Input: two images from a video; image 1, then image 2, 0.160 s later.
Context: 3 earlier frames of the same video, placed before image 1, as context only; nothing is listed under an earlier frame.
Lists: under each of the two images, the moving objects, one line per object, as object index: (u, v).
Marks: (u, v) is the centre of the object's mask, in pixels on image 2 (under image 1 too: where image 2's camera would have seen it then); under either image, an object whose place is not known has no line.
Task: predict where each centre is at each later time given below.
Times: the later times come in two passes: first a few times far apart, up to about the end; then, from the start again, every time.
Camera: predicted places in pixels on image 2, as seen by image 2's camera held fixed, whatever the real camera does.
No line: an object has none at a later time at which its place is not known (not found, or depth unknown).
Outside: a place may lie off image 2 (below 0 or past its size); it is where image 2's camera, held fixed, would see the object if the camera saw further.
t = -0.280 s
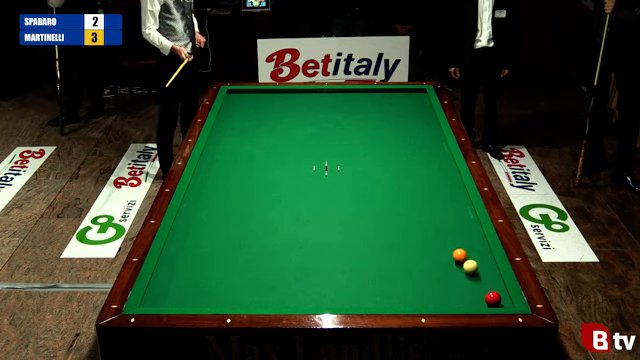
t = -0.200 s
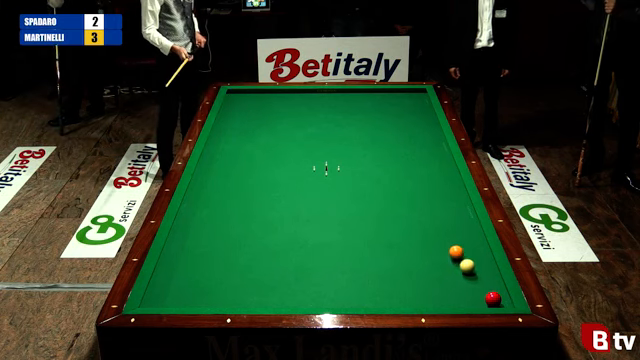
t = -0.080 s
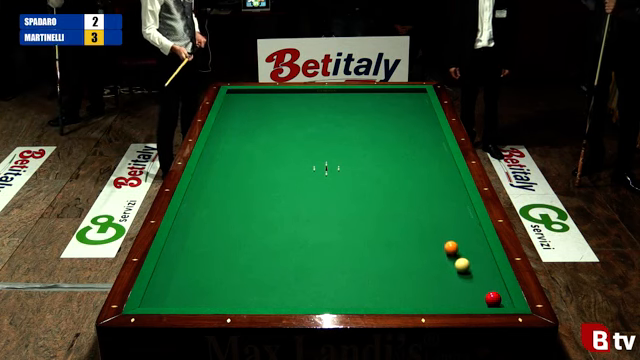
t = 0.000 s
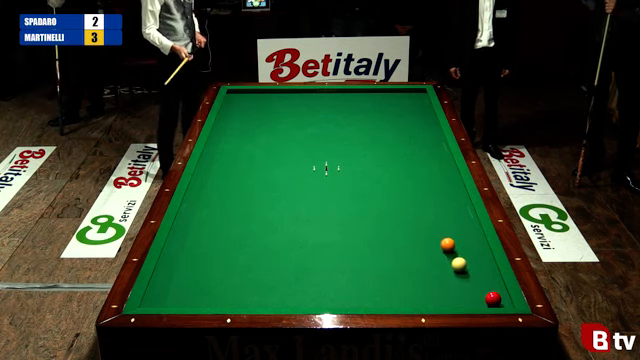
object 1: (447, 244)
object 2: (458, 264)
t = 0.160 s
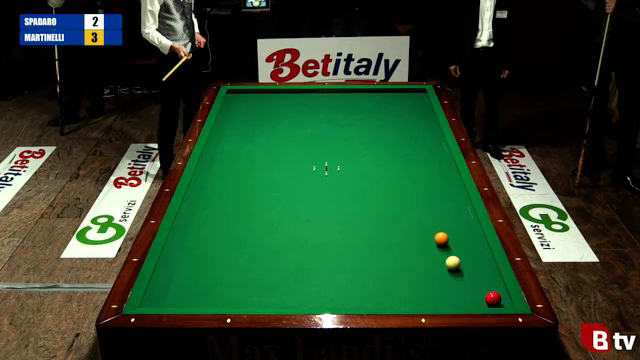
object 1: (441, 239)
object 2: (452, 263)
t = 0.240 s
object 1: (438, 236)
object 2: (449, 262)
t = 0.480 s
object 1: (429, 228)
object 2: (441, 260)
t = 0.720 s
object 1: (421, 220)
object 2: (433, 258)
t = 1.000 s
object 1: (412, 212)
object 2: (425, 256)
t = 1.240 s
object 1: (405, 206)
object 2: (418, 255)
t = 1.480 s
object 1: (398, 200)
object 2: (412, 253)
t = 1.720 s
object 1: (392, 194)
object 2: (407, 252)
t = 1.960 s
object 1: (386, 189)
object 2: (402, 251)
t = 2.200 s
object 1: (381, 184)
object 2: (398, 250)
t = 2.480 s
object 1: (375, 179)
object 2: (393, 249)
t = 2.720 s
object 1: (370, 175)
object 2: (390, 248)
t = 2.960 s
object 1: (365, 171)
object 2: (387, 247)
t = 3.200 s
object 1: (361, 168)
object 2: (385, 247)
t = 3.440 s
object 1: (357, 165)
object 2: (383, 246)
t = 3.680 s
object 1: (353, 162)
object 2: (381, 246)
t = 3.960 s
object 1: (349, 158)
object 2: (381, 246)
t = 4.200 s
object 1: (346, 156)
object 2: (381, 246)
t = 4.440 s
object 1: (343, 153)
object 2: (381, 246)
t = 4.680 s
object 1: (340, 151)
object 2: (381, 246)
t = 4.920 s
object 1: (337, 149)
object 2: (381, 246)
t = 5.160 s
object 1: (335, 147)
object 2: (381, 246)
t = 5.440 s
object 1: (332, 145)
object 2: (381, 246)
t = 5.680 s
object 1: (330, 143)
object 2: (381, 246)
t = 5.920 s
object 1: (329, 141)
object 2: (381, 246)
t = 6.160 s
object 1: (327, 140)
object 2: (381, 246)
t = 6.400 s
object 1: (325, 139)
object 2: (381, 246)
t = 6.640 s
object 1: (324, 138)
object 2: (381, 246)
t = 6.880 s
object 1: (323, 137)
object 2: (381, 246)
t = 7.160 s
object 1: (322, 136)
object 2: (381, 246)
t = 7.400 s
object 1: (321, 135)
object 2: (381, 246)
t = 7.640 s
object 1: (320, 135)
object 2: (381, 246)
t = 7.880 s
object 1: (320, 134)
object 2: (381, 246)
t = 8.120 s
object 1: (320, 133)
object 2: (381, 246)
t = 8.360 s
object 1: (319, 133)
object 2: (381, 246)
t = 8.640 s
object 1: (319, 133)
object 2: (381, 246)
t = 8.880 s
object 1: (319, 133)
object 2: (381, 246)
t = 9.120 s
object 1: (319, 133)
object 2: (381, 246)
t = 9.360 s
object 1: (319, 133)
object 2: (381, 246)
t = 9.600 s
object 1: (319, 133)
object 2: (381, 246)
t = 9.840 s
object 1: (319, 133)
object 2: (381, 246)
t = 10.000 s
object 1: (319, 133)
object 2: (381, 246)
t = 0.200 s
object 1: (439, 237)
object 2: (451, 262)
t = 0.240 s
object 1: (438, 236)
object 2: (449, 262)
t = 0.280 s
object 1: (436, 234)
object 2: (448, 262)
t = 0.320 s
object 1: (435, 233)
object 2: (447, 261)
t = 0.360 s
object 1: (433, 232)
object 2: (445, 261)
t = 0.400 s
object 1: (432, 230)
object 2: (444, 261)
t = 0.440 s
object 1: (431, 229)
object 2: (442, 260)
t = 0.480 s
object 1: (429, 228)
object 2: (441, 260)
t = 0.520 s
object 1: (428, 227)
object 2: (440, 260)
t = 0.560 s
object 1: (427, 225)
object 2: (438, 259)
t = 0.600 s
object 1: (425, 224)
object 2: (437, 259)
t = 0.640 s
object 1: (424, 223)
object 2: (436, 259)
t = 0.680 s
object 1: (423, 221)
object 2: (435, 258)
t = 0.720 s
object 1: (421, 220)
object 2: (433, 258)
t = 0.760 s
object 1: (420, 219)
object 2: (432, 258)
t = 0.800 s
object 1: (418, 218)
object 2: (431, 258)
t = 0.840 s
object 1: (417, 217)
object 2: (430, 257)
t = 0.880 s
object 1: (416, 216)
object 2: (428, 257)
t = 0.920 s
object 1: (415, 214)
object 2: (427, 257)
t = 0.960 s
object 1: (413, 213)
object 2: (426, 257)
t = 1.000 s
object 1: (412, 212)
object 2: (425, 256)
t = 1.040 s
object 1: (411, 211)
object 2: (424, 256)
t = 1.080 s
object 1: (409, 210)
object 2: (423, 256)
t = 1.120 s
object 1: (408, 209)
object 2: (422, 256)
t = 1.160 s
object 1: (407, 208)
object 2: (420, 255)
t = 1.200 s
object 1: (406, 207)
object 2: (419, 255)
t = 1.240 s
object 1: (405, 206)
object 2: (418, 255)
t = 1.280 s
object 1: (404, 205)
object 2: (417, 254)
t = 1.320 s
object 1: (402, 204)
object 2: (416, 254)
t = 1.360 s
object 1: (402, 203)
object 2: (415, 254)
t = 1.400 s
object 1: (400, 202)
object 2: (414, 254)
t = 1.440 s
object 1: (399, 201)
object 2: (413, 254)
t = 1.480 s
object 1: (398, 200)
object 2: (412, 253)
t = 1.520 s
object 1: (397, 199)
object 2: (411, 253)
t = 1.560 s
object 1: (396, 198)
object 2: (410, 253)
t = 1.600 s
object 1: (395, 197)
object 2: (409, 253)
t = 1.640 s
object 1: (394, 196)
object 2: (408, 253)
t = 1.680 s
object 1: (393, 195)
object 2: (408, 252)
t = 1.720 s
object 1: (392, 194)
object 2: (407, 252)
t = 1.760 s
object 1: (391, 194)
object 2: (406, 252)
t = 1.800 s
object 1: (390, 193)
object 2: (405, 252)
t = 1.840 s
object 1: (389, 192)
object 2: (404, 251)
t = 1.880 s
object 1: (388, 191)
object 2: (404, 251)
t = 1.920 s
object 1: (387, 190)
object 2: (403, 251)
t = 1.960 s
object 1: (386, 189)
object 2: (402, 251)
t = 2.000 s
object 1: (385, 188)
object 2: (401, 251)
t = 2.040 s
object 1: (384, 188)
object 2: (401, 251)
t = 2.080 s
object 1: (383, 187)
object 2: (400, 250)
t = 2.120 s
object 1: (382, 186)
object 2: (399, 250)
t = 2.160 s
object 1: (382, 185)
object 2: (398, 250)
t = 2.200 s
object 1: (381, 184)
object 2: (398, 250)
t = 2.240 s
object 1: (380, 184)
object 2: (397, 250)
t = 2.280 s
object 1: (379, 183)
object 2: (396, 249)
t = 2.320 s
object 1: (378, 182)
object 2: (396, 249)
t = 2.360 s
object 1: (377, 181)
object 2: (395, 249)
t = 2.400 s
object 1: (376, 181)
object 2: (394, 249)
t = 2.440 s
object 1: (376, 180)
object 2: (394, 249)
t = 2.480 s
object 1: (375, 179)
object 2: (393, 249)
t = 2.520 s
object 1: (374, 178)
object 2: (393, 248)
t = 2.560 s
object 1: (373, 178)
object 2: (392, 248)
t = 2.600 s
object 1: (372, 177)
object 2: (392, 248)
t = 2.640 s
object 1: (372, 176)
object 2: (391, 248)
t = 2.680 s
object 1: (371, 176)
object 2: (391, 248)
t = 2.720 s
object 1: (370, 175)
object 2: (390, 248)
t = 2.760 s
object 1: (369, 174)
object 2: (390, 248)
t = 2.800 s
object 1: (368, 174)
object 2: (389, 248)
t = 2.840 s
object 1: (367, 173)
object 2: (389, 247)
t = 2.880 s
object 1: (367, 172)
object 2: (388, 247)
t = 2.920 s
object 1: (366, 172)
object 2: (388, 247)
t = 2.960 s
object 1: (365, 171)
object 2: (387, 247)
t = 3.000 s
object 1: (365, 171)
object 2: (387, 247)
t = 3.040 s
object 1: (364, 170)
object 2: (386, 247)
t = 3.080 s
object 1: (363, 170)
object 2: (386, 247)
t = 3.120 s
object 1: (362, 169)
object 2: (386, 247)
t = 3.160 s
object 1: (362, 168)
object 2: (385, 247)
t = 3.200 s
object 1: (361, 168)
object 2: (385, 247)
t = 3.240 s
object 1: (360, 167)
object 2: (385, 247)
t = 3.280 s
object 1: (359, 167)
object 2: (384, 246)
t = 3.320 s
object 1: (359, 166)
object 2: (384, 246)
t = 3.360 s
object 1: (358, 166)
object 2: (384, 246)
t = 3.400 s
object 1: (358, 165)
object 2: (383, 246)
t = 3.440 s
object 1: (357, 165)
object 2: (383, 246)
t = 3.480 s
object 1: (357, 164)
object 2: (383, 246)
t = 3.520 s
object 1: (356, 164)
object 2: (383, 246)
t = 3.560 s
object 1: (355, 163)
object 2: (382, 246)
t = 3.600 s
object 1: (354, 163)
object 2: (382, 246)
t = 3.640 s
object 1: (354, 162)
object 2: (382, 246)
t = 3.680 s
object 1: (353, 162)
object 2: (381, 246)
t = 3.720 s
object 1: (353, 161)
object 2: (381, 246)
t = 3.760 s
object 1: (352, 161)
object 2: (381, 246)
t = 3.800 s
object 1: (351, 160)
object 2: (381, 246)
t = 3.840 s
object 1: (351, 160)
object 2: (381, 246)
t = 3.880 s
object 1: (350, 159)
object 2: (381, 246)
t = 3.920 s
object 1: (350, 159)
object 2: (381, 246)
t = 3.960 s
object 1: (349, 158)
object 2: (381, 246)
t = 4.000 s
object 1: (349, 158)
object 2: (381, 246)
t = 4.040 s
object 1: (348, 157)
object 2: (381, 246)
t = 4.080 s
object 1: (347, 157)
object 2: (380, 246)
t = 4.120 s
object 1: (347, 156)
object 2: (380, 246)
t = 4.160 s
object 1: (346, 156)
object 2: (380, 246)
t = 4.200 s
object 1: (346, 156)
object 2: (381, 246)
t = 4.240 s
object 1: (345, 155)
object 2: (381, 246)
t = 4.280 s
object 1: (345, 155)
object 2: (381, 246)
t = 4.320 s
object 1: (344, 154)
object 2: (381, 246)
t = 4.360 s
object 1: (344, 154)
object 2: (381, 246)
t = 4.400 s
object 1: (343, 153)
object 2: (381, 246)
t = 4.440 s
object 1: (343, 153)
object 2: (381, 246)
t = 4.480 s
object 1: (342, 153)
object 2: (381, 246)
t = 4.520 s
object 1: (342, 152)
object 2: (381, 246)
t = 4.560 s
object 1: (341, 152)
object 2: (381, 246)
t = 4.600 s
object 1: (341, 152)
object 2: (381, 246)
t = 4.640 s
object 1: (340, 151)
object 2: (381, 246)
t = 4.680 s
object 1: (340, 151)
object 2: (381, 246)
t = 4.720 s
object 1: (339, 150)
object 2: (381, 246)
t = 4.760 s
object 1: (339, 150)
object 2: (381, 246)
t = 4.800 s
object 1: (339, 150)
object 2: (381, 246)
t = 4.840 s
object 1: (338, 149)
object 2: (381, 246)
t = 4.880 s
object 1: (338, 149)
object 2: (381, 246)
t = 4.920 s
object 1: (337, 149)
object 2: (381, 246)
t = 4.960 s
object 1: (337, 148)
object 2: (381, 246)
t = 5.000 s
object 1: (337, 148)
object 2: (381, 246)
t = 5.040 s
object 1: (336, 148)
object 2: (381, 246)
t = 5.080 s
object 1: (336, 147)
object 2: (381, 246)
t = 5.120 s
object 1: (335, 147)
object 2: (381, 246)
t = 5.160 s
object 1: (335, 147)
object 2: (381, 246)
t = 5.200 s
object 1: (335, 146)
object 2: (381, 246)
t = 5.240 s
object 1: (334, 146)
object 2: (381, 246)
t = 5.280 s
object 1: (334, 146)
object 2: (381, 246)
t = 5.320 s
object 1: (334, 145)
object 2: (381, 246)
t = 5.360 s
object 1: (333, 145)
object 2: (381, 246)
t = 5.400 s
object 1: (333, 145)
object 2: (381, 246)
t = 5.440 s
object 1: (332, 145)
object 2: (381, 246)
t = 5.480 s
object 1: (332, 144)
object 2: (381, 246)
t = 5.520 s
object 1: (332, 144)
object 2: (381, 246)
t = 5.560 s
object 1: (331, 144)
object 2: (381, 246)
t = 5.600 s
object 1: (331, 144)
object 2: (381, 246)
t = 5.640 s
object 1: (331, 143)
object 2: (381, 246)
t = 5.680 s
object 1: (330, 143)
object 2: (381, 246)
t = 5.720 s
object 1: (330, 143)
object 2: (381, 246)
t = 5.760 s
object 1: (330, 142)
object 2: (381, 246)
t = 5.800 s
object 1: (329, 142)
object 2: (381, 246)
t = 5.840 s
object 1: (329, 142)
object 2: (381, 246)
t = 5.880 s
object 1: (329, 142)
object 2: (381, 246)
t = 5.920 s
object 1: (329, 141)
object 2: (381, 246)
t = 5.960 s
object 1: (328, 141)
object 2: (381, 246)
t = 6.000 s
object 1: (328, 141)
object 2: (381, 246)
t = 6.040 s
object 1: (328, 141)
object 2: (381, 246)
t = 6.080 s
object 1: (327, 141)
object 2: (381, 246)
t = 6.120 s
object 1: (327, 140)
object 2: (381, 246)
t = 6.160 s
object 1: (327, 140)
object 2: (381, 246)
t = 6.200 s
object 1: (327, 140)
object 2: (381, 246)
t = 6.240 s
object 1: (326, 140)
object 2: (381, 246)
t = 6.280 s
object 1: (326, 139)
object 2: (381, 246)
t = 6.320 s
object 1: (326, 139)
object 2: (381, 246)
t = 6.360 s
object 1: (326, 139)
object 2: (381, 246)
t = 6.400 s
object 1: (325, 139)
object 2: (381, 246)
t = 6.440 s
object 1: (325, 139)
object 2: (381, 246)
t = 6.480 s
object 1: (325, 139)
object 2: (381, 246)
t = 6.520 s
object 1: (325, 138)
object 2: (381, 246)
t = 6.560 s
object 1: (325, 138)
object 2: (381, 246)
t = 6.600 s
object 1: (324, 138)
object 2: (381, 246)
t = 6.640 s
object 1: (324, 138)
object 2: (381, 246)
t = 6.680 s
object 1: (324, 138)
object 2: (381, 246)
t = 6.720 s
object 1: (324, 138)
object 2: (381, 246)
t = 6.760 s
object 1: (323, 137)
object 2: (381, 246)
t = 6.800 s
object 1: (323, 137)
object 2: (381, 246)
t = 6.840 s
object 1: (323, 137)
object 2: (381, 246)
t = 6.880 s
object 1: (323, 137)
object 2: (381, 246)
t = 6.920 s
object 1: (323, 137)
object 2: (381, 246)
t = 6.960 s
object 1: (323, 137)
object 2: (381, 246)
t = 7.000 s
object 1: (322, 137)
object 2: (381, 246)
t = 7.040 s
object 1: (322, 136)
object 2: (381, 246)
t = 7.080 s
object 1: (322, 136)
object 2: (381, 246)
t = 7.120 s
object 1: (322, 136)
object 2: (381, 246)
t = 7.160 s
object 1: (322, 136)
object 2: (381, 246)
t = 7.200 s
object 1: (322, 136)
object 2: (381, 246)
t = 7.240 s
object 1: (322, 136)
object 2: (381, 246)
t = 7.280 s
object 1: (322, 136)
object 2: (381, 246)
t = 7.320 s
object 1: (322, 136)
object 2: (381, 246)
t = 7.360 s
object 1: (321, 135)
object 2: (381, 246)
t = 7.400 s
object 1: (321, 135)
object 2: (381, 246)
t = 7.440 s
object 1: (321, 135)
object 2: (381, 246)
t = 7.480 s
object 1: (321, 135)
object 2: (381, 246)
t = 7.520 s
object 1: (321, 135)
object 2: (381, 246)
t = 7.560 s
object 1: (321, 135)
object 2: (381, 246)
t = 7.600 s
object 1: (320, 135)
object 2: (381, 246)
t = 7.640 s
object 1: (320, 135)
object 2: (381, 246)
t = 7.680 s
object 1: (320, 134)
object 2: (381, 246)
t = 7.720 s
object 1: (320, 134)
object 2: (381, 246)
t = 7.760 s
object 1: (320, 134)
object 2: (381, 246)
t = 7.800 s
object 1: (320, 134)
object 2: (381, 246)
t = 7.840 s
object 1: (320, 134)
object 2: (381, 246)
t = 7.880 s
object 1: (320, 134)
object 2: (381, 246)
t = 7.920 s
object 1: (320, 134)
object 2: (381, 246)
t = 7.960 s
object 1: (320, 134)
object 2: (381, 246)
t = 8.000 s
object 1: (320, 134)
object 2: (381, 246)
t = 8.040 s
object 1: (320, 133)
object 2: (381, 246)
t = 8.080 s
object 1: (320, 133)
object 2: (381, 246)
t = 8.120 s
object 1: (320, 133)
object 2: (381, 246)
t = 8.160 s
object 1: (319, 133)
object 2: (381, 246)
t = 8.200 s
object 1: (319, 133)
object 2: (381, 246)
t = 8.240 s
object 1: (319, 133)
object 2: (381, 246)
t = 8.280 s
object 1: (319, 133)
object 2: (381, 246)
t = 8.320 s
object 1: (319, 133)
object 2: (381, 246)
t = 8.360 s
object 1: (319, 133)
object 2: (381, 246)
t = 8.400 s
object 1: (319, 133)
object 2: (381, 246)
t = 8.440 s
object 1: (319, 133)
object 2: (381, 246)
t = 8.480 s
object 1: (319, 133)
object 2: (381, 246)
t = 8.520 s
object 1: (319, 133)
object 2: (381, 246)
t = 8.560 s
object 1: (319, 133)
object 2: (381, 246)
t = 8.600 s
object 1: (319, 133)
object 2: (381, 246)
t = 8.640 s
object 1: (319, 133)
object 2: (381, 246)
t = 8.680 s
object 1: (319, 133)
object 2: (381, 246)
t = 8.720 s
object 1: (319, 133)
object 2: (381, 246)
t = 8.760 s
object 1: (319, 133)
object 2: (381, 246)
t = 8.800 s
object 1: (319, 133)
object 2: (381, 246)
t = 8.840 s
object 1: (319, 133)
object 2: (381, 246)
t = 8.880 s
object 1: (319, 133)
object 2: (381, 246)
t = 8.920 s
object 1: (319, 133)
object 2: (381, 246)
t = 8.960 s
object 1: (319, 133)
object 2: (381, 246)
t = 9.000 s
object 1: (319, 133)
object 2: (381, 246)
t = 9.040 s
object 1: (319, 133)
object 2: (381, 246)
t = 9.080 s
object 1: (319, 133)
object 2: (381, 246)
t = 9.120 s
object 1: (319, 133)
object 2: (381, 246)
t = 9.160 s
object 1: (319, 133)
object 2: (381, 246)
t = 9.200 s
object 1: (319, 133)
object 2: (381, 246)
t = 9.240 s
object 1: (319, 133)
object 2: (381, 246)
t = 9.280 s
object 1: (319, 133)
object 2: (381, 246)
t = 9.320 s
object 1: (319, 133)
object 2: (381, 246)
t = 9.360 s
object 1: (319, 133)
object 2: (381, 246)
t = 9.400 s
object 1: (319, 133)
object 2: (381, 246)
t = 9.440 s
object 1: (319, 133)
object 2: (381, 246)
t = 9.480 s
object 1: (319, 133)
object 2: (381, 246)
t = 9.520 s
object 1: (319, 133)
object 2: (381, 246)
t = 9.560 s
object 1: (319, 133)
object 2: (381, 246)
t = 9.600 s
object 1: (319, 133)
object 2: (381, 246)
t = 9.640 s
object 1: (319, 133)
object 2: (381, 246)
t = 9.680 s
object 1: (319, 133)
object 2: (381, 246)
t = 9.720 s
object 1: (319, 133)
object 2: (381, 246)
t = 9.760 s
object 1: (319, 133)
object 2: (381, 246)
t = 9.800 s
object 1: (319, 133)
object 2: (381, 246)
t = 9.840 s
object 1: (319, 133)
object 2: (381, 246)
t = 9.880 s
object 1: (319, 133)
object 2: (381, 246)
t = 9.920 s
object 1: (319, 133)
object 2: (381, 246)
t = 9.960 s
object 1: (319, 133)
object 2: (381, 246)
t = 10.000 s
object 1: (319, 133)
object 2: (381, 246)
